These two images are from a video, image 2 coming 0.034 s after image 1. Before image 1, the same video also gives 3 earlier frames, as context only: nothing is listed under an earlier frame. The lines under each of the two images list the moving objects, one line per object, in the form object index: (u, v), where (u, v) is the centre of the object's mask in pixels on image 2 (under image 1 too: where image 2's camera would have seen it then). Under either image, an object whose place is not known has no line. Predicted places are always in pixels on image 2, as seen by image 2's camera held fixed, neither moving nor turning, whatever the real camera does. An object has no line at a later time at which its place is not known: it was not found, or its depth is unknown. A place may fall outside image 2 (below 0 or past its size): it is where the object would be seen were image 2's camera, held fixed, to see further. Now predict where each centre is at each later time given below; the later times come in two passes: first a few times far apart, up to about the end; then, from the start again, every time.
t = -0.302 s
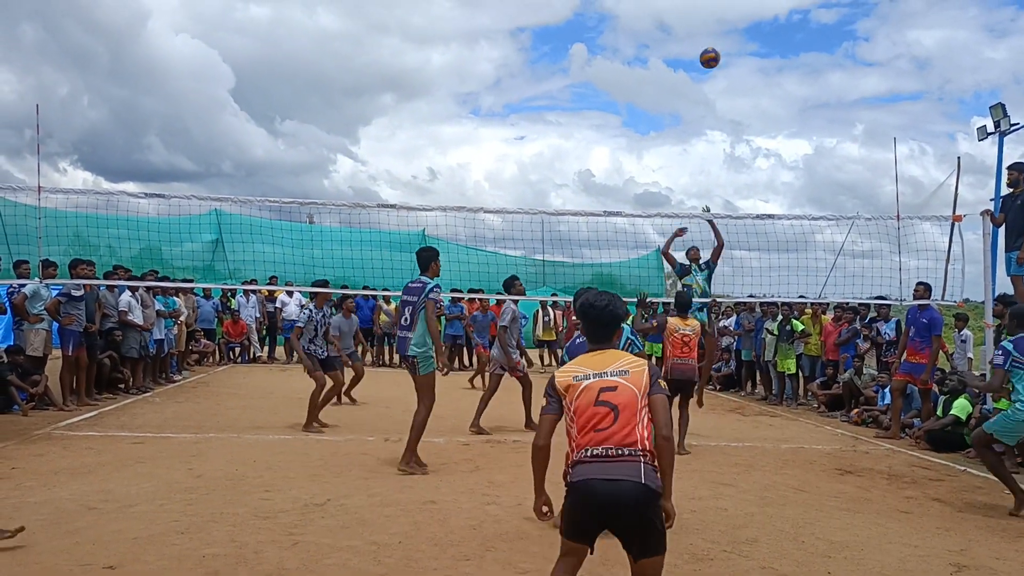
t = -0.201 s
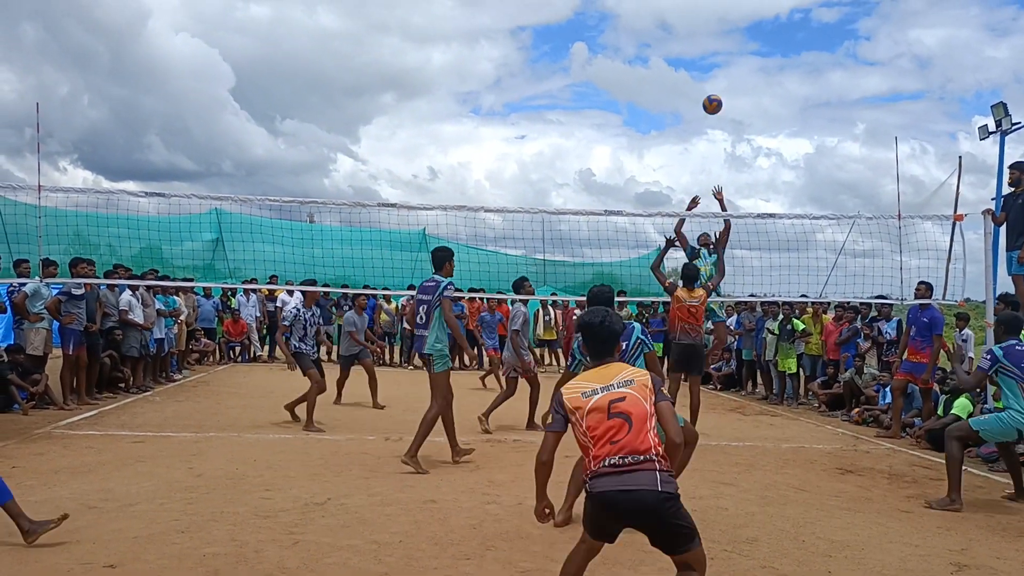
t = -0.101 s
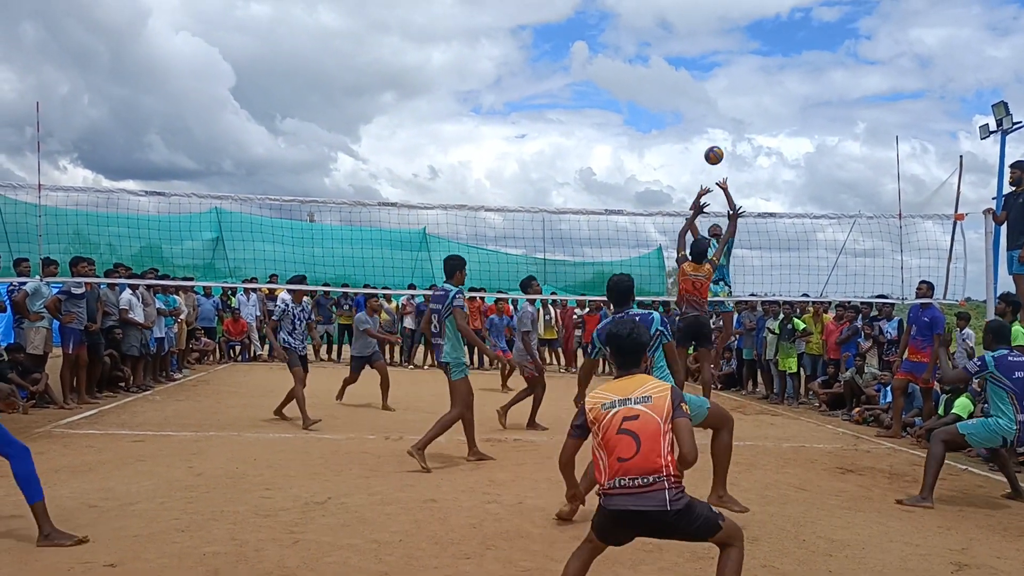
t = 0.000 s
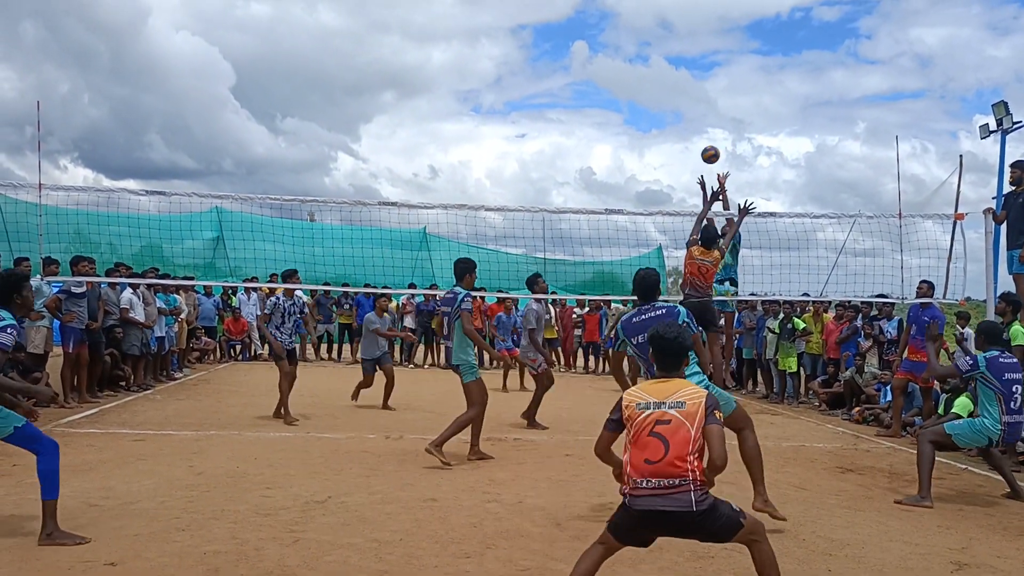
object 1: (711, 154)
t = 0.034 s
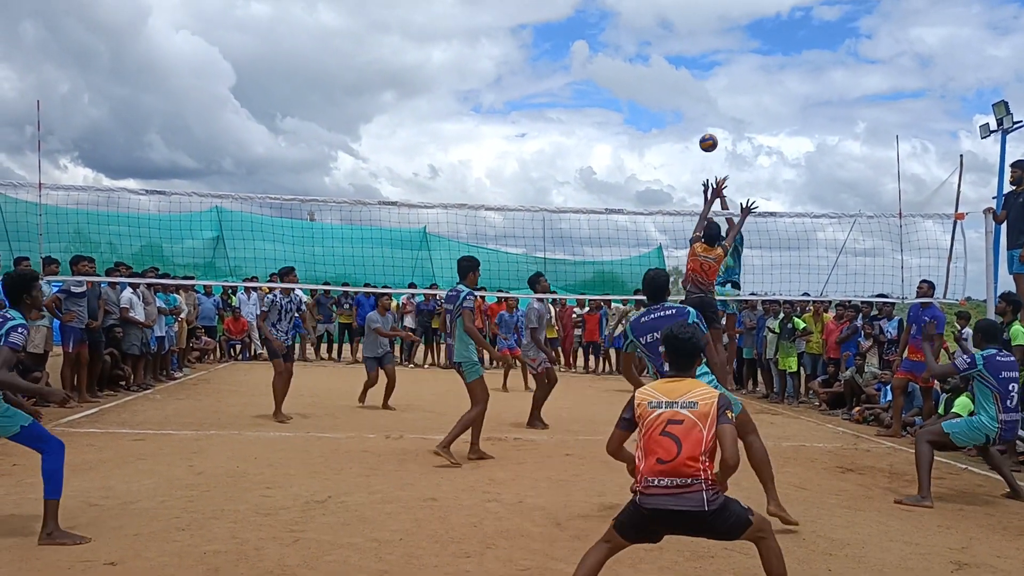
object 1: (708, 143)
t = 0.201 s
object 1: (698, 99)
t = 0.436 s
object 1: (682, 75)
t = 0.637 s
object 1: (668, 91)
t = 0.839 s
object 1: (654, 141)
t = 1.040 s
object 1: (639, 223)
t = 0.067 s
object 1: (706, 132)
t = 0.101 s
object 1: (704, 123)
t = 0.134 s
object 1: (702, 114)
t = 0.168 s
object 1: (700, 106)
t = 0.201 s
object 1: (698, 99)
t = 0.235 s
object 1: (696, 93)
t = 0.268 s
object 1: (693, 88)
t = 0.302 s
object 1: (691, 83)
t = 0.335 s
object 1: (689, 80)
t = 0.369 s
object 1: (686, 78)
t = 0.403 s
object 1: (684, 76)
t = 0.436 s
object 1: (682, 75)
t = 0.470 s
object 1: (680, 76)
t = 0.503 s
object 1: (677, 77)
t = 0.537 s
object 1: (675, 79)
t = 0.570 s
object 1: (673, 82)
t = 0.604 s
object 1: (670, 86)
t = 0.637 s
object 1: (668, 91)
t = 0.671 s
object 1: (665, 98)
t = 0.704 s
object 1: (663, 104)
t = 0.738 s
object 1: (661, 112)
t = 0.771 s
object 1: (658, 121)
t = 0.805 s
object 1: (656, 130)
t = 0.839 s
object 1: (654, 141)
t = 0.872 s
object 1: (651, 152)
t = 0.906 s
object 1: (649, 165)
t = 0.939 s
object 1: (646, 178)
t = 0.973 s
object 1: (644, 192)
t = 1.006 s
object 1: (641, 204)
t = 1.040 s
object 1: (639, 223)
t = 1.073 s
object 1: (637, 239)
